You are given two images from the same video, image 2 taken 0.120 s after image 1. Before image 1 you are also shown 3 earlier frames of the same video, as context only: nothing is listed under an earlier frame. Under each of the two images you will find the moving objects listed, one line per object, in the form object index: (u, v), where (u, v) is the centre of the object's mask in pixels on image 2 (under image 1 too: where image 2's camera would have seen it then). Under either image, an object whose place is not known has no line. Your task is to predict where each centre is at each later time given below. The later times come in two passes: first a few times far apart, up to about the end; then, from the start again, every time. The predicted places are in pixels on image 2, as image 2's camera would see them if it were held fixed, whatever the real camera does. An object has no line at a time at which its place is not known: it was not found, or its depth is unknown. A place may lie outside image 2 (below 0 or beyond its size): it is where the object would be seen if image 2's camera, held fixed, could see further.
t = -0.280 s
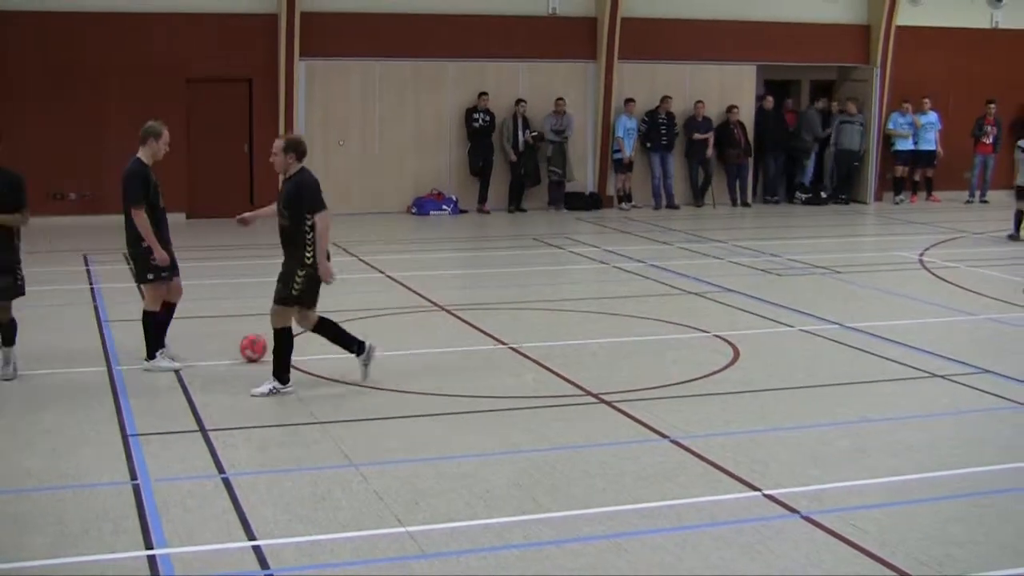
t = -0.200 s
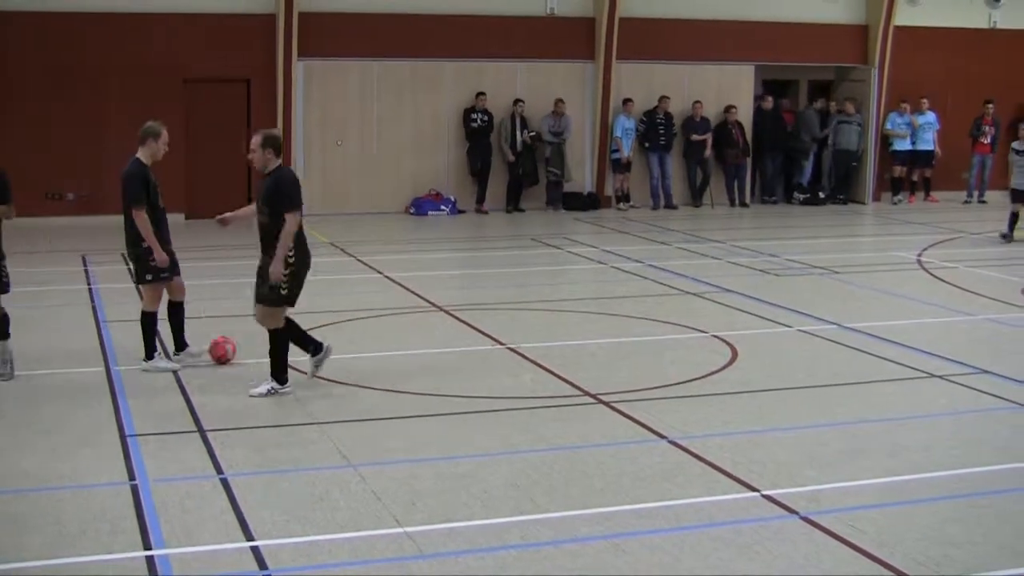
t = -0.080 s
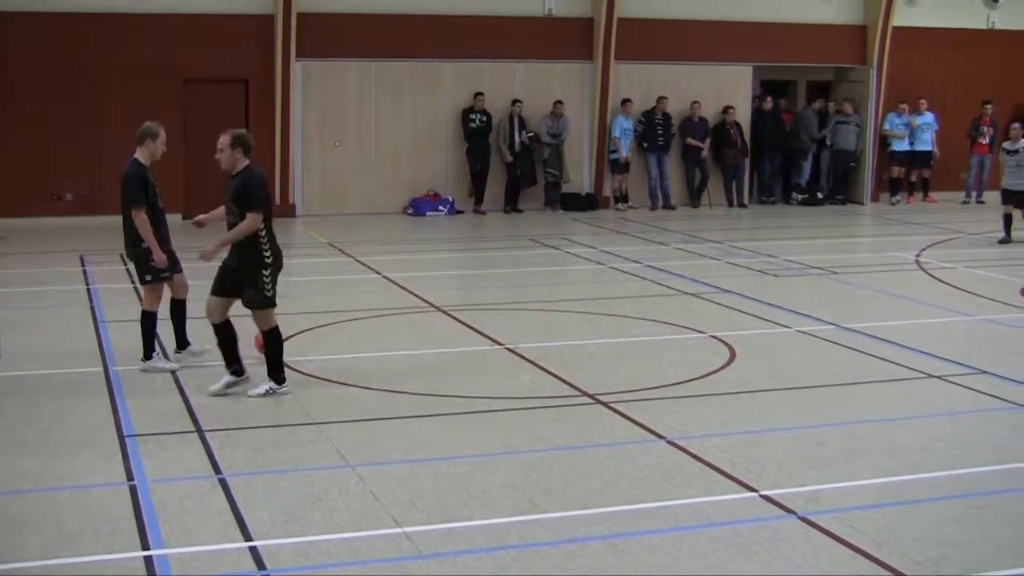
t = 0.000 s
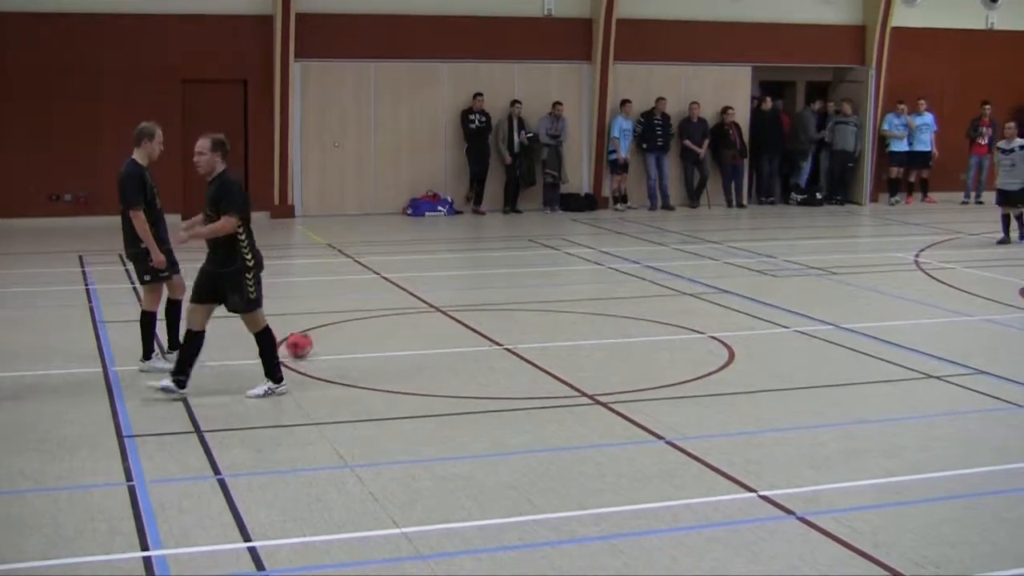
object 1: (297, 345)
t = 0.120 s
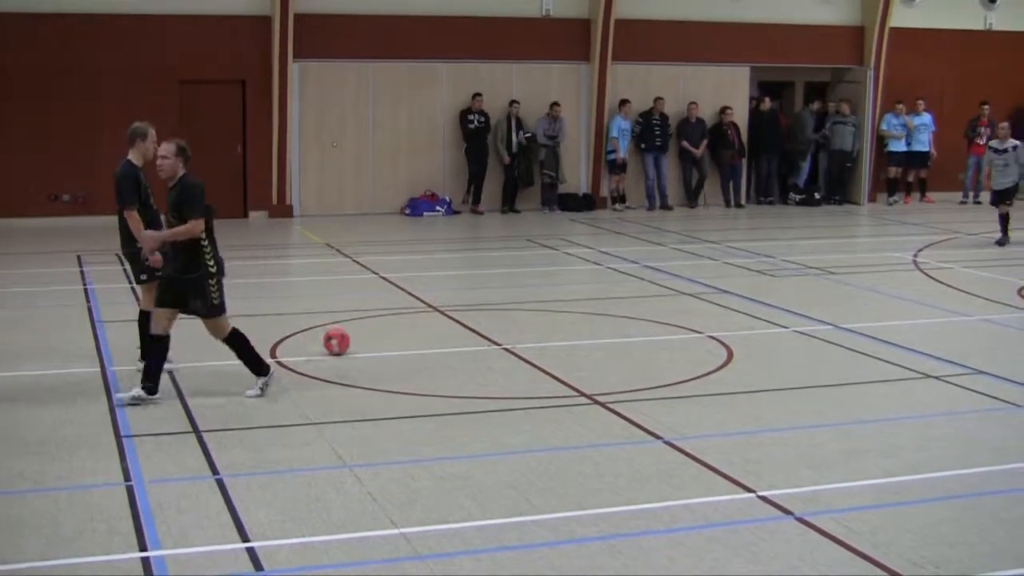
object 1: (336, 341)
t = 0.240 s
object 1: (369, 339)
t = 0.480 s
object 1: (430, 335)
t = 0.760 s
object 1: (497, 331)
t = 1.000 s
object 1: (552, 325)
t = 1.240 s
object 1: (603, 321)
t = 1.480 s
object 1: (651, 317)
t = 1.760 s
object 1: (704, 313)
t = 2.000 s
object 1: (746, 310)
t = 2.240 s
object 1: (786, 306)
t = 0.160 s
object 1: (347, 340)
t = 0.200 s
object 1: (358, 339)
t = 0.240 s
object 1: (369, 339)
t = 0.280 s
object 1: (379, 339)
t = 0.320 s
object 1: (389, 338)
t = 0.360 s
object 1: (400, 337)
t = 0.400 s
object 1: (411, 336)
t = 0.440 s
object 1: (420, 336)
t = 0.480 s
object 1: (430, 335)
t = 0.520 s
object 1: (440, 334)
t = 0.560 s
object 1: (450, 333)
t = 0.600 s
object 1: (460, 333)
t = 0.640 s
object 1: (469, 332)
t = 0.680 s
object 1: (479, 331)
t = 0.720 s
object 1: (488, 331)
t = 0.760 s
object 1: (497, 331)
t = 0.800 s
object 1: (507, 329)
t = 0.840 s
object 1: (516, 327)
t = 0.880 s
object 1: (525, 327)
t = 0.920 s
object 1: (534, 327)
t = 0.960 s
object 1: (543, 326)
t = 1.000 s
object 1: (552, 325)
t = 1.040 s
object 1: (560, 325)
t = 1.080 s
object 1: (569, 324)
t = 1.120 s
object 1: (578, 323)
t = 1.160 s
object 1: (586, 323)
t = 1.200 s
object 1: (595, 322)
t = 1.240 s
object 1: (603, 321)
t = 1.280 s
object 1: (612, 320)
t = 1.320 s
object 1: (619, 320)
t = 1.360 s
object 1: (627, 319)
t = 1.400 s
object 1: (635, 319)
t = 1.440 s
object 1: (643, 318)
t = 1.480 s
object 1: (651, 317)
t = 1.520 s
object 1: (659, 317)
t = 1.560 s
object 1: (667, 316)
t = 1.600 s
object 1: (674, 316)
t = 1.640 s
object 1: (681, 315)
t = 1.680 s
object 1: (689, 314)
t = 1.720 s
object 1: (697, 313)
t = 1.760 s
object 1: (704, 313)
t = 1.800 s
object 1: (711, 312)
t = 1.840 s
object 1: (718, 311)
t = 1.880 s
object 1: (725, 311)
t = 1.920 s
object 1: (732, 310)
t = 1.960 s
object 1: (739, 310)
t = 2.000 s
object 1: (746, 310)
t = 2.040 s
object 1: (752, 309)
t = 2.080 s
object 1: (759, 308)
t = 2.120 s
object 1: (766, 308)
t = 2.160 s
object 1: (773, 307)
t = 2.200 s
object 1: (780, 306)
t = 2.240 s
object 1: (786, 306)
